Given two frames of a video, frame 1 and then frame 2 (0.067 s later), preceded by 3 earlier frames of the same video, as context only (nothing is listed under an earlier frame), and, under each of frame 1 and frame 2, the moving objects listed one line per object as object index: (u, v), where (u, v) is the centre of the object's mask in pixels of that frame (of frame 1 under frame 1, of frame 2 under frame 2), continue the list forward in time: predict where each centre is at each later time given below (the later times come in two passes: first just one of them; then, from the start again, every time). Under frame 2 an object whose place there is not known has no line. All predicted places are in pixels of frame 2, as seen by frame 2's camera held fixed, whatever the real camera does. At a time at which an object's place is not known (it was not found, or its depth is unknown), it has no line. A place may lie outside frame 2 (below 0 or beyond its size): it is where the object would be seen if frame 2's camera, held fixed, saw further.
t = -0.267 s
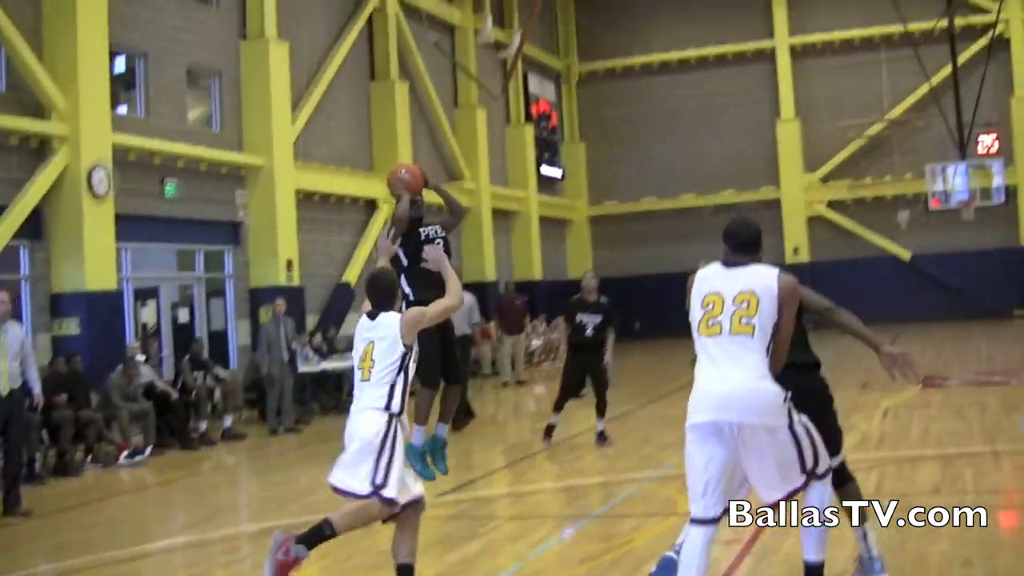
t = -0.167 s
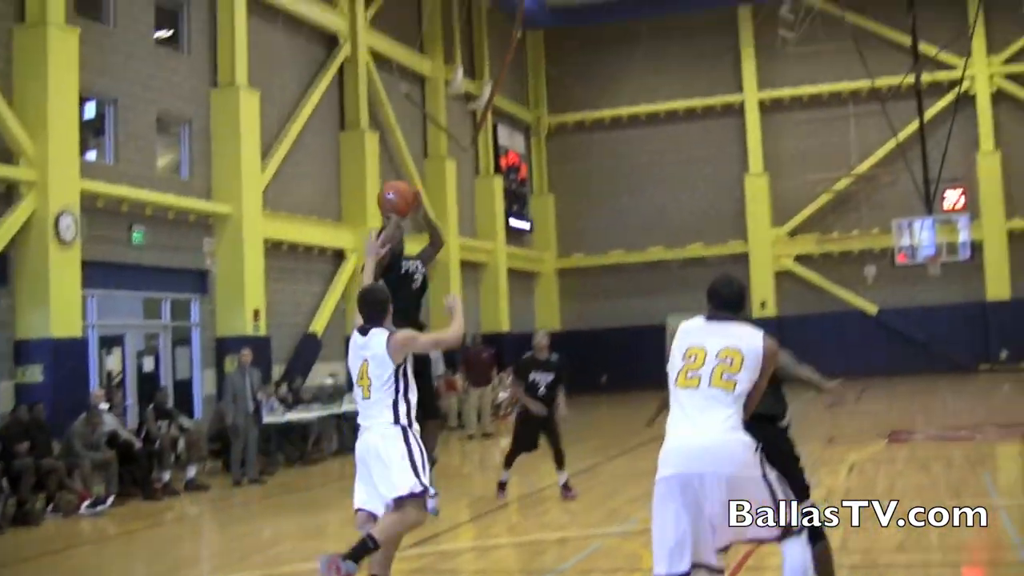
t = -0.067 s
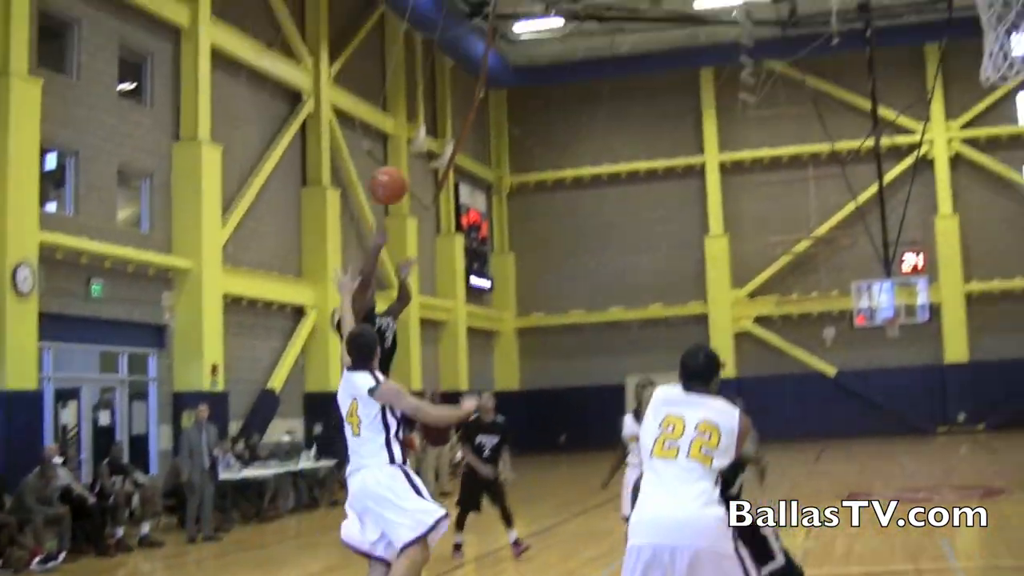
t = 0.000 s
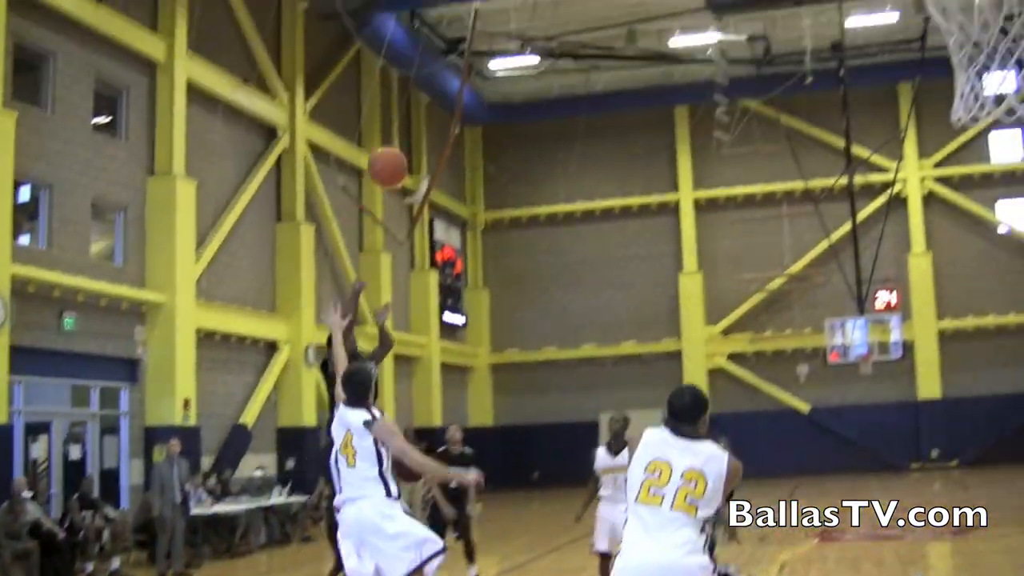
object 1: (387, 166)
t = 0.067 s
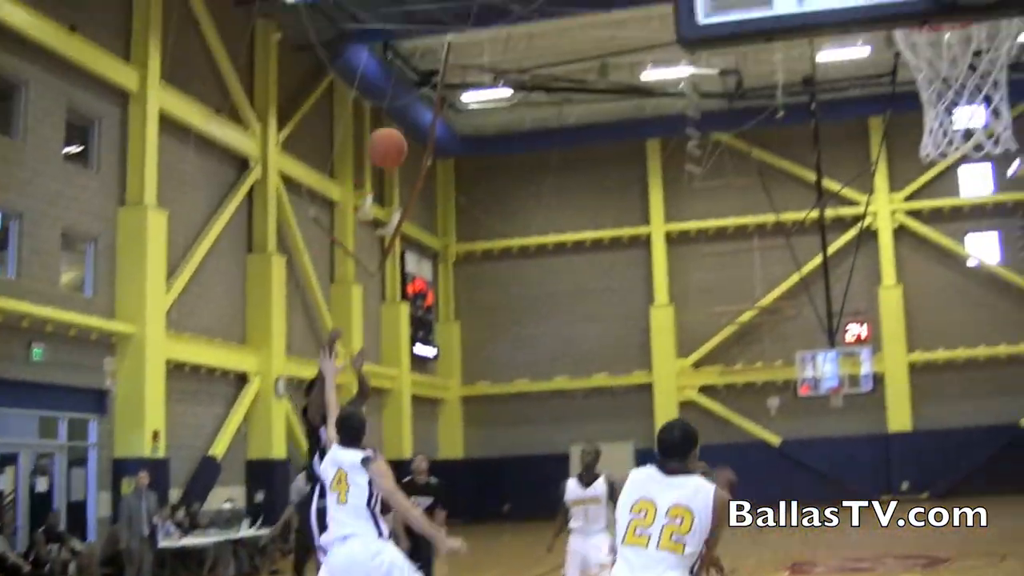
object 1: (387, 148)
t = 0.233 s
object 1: (462, 46)
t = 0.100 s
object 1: (399, 125)
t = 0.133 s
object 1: (414, 104)
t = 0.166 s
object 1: (429, 83)
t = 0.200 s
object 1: (445, 64)
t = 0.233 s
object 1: (462, 46)
